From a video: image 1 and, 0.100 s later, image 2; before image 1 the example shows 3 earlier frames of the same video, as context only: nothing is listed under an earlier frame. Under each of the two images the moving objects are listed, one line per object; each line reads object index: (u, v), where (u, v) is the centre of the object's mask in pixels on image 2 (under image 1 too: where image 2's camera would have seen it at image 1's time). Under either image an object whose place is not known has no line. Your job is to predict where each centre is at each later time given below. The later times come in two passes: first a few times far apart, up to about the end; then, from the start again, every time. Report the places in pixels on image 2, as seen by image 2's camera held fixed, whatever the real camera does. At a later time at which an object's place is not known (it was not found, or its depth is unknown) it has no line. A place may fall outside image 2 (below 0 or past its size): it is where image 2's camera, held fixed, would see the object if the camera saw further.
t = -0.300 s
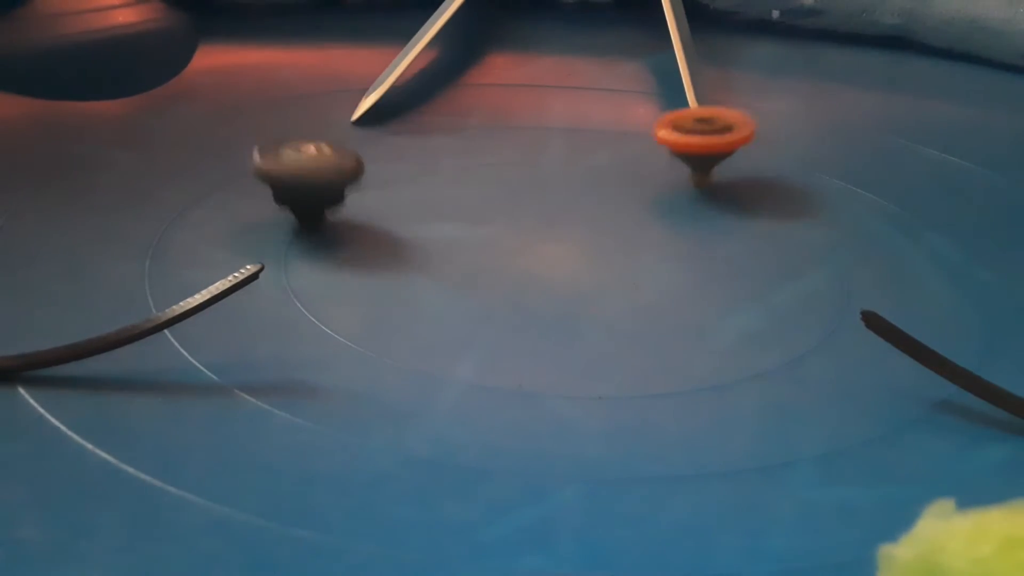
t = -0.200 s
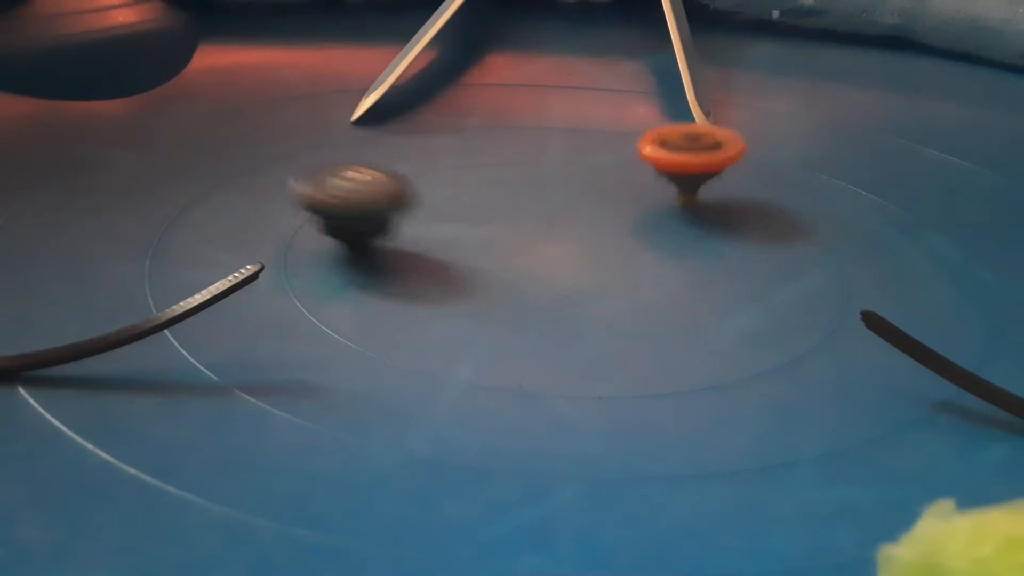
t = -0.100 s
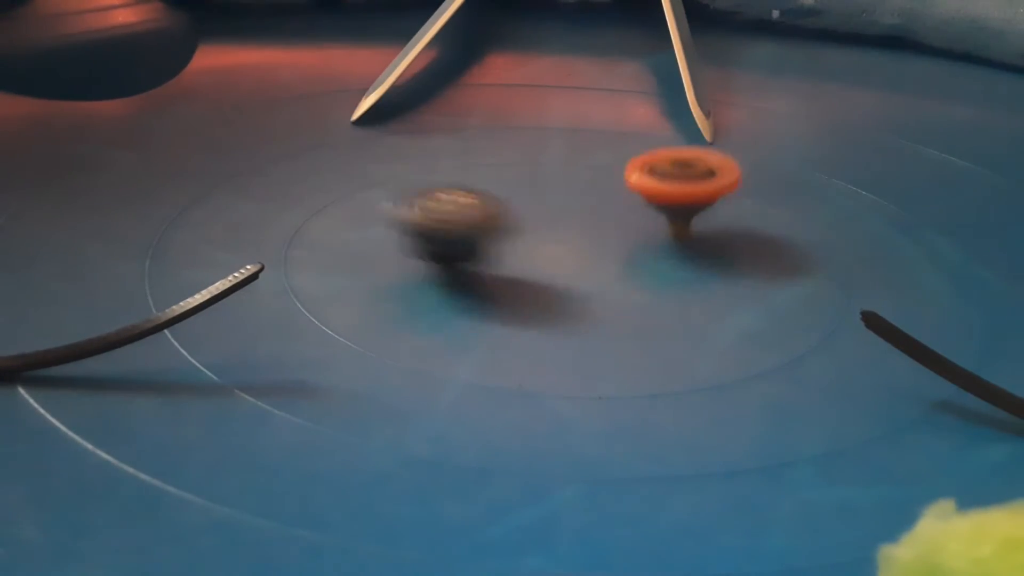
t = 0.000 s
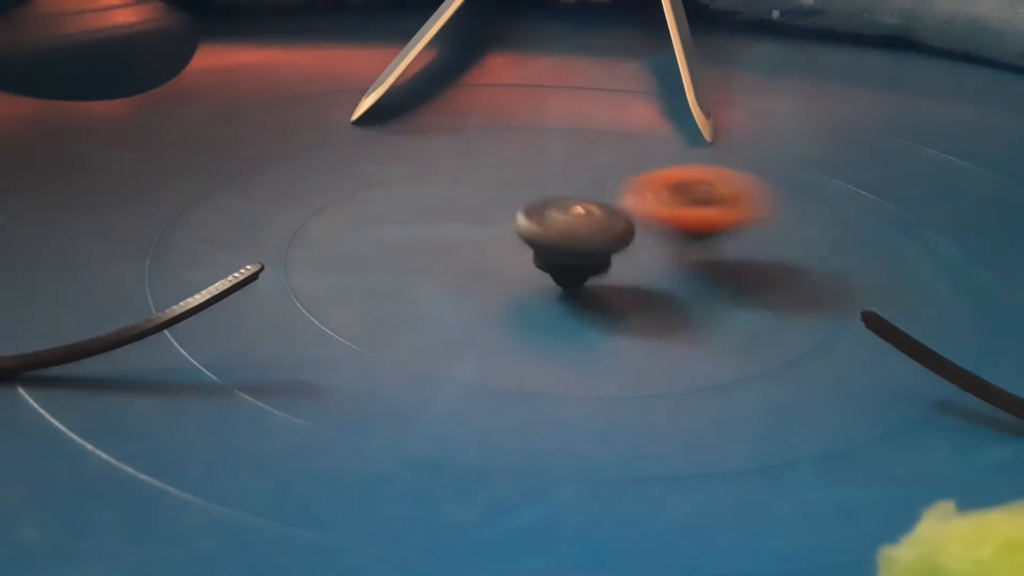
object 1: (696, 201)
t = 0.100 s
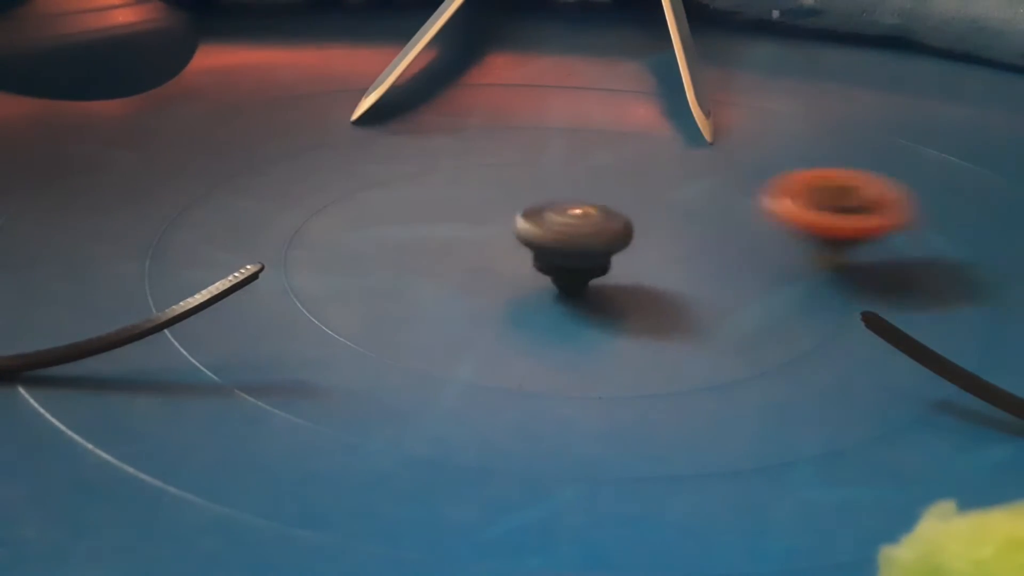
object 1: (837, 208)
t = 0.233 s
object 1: (954, 184)
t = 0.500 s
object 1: (898, 118)
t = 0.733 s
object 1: (740, 140)
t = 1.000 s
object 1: (739, 197)
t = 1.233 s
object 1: (888, 229)
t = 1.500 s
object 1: (905, 225)
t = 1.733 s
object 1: (853, 225)
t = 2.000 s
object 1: (846, 222)
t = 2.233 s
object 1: (813, 184)
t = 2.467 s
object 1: (758, 164)
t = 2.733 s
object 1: (692, 155)
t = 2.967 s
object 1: (612, 154)
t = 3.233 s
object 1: (506, 166)
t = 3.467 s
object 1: (406, 141)
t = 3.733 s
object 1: (347, 128)
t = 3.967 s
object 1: (357, 141)
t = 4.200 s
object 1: (438, 157)
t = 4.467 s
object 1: (431, 154)
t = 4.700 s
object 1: (451, 159)
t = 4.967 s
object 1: (509, 180)
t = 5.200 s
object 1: (596, 202)
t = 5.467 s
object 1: (723, 214)
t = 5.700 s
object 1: (847, 244)
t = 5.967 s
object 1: (950, 258)
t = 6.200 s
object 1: (974, 272)
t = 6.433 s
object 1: (936, 252)
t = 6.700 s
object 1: (862, 202)
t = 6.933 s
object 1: (760, 178)
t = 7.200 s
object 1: (652, 154)
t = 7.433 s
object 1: (565, 138)
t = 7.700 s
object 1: (486, 121)
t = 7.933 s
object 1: (432, 108)
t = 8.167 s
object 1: (405, 112)
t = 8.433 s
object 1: (457, 142)
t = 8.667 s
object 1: (528, 183)
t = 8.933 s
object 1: (550, 236)
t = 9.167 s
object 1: (575, 270)
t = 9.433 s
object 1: (497, 299)
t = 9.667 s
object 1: (382, 301)
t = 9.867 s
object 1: (348, 278)
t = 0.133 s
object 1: (875, 207)
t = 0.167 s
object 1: (908, 202)
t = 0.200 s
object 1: (935, 194)
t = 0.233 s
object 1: (954, 184)
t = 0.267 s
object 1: (963, 176)
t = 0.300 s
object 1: (966, 167)
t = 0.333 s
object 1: (966, 159)
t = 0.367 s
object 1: (962, 151)
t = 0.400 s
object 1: (954, 142)
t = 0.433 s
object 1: (940, 133)
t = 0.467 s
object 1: (922, 125)
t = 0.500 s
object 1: (898, 118)
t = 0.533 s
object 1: (872, 116)
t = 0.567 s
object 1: (846, 117)
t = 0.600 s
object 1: (822, 119)
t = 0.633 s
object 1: (799, 121)
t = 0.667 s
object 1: (780, 127)
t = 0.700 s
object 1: (759, 132)
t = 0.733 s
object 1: (740, 140)
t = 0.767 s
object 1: (727, 147)
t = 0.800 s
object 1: (714, 154)
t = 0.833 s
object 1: (705, 162)
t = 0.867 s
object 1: (694, 171)
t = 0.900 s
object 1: (688, 179)
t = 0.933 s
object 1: (702, 185)
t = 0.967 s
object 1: (719, 191)
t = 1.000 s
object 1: (739, 197)
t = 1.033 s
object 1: (760, 203)
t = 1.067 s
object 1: (782, 208)
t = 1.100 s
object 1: (807, 215)
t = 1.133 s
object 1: (831, 221)
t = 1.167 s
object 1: (855, 226)
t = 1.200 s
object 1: (873, 228)
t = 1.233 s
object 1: (888, 229)
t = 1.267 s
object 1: (898, 228)
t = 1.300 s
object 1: (905, 227)
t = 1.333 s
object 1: (909, 226)
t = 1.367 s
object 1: (910, 226)
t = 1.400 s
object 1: (910, 225)
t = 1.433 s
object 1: (909, 225)
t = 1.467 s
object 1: (907, 225)
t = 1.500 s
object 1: (905, 225)
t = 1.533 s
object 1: (902, 225)
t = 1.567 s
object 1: (898, 224)
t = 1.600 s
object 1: (893, 224)
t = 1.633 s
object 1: (885, 224)
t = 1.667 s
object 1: (876, 224)
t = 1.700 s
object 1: (865, 225)
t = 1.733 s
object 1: (853, 225)
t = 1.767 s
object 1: (839, 227)
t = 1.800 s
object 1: (825, 229)
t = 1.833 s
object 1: (813, 232)
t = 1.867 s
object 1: (813, 229)
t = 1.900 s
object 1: (828, 227)
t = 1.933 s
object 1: (838, 226)
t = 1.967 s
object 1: (843, 225)
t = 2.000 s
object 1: (846, 222)
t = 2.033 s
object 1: (844, 218)
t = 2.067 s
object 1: (844, 212)
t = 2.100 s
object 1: (840, 205)
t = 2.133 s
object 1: (833, 199)
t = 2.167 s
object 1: (827, 193)
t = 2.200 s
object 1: (822, 188)
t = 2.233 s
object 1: (813, 184)
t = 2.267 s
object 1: (805, 180)
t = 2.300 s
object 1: (798, 177)
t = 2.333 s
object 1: (790, 174)
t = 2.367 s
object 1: (782, 171)
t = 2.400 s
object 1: (774, 168)
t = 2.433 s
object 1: (765, 166)
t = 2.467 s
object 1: (758, 164)
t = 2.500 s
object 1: (749, 163)
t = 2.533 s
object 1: (741, 162)
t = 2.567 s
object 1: (733, 160)
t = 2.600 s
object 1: (726, 159)
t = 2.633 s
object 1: (718, 159)
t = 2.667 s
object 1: (710, 158)
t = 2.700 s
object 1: (701, 157)
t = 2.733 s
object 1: (692, 155)
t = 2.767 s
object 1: (682, 155)
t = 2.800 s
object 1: (672, 154)
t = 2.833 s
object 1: (661, 154)
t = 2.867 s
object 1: (650, 153)
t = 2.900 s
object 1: (638, 153)
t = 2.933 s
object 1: (626, 153)
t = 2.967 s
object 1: (612, 154)
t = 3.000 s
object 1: (598, 155)
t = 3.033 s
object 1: (585, 156)
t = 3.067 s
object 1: (571, 158)
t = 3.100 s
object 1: (557, 160)
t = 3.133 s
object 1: (544, 160)
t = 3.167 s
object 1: (530, 162)
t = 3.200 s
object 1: (518, 164)
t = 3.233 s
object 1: (506, 166)
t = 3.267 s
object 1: (488, 166)
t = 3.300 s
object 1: (471, 161)
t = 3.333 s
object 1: (454, 157)
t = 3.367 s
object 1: (440, 152)
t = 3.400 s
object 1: (427, 148)
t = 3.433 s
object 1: (416, 144)
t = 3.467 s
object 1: (406, 141)
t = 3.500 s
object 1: (397, 138)
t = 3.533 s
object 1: (389, 134)
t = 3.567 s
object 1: (383, 133)
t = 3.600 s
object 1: (375, 131)
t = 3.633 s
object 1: (368, 129)
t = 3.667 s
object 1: (360, 128)
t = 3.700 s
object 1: (353, 128)
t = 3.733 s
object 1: (347, 128)
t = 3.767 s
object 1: (344, 129)
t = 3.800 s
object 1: (342, 131)
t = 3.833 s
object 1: (341, 133)
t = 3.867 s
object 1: (343, 135)
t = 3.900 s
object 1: (346, 137)
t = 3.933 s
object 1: (351, 140)
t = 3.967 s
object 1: (357, 141)
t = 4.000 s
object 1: (364, 144)
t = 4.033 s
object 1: (374, 147)
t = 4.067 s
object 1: (386, 149)
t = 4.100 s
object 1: (398, 151)
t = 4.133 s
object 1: (411, 153)
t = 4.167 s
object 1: (424, 155)
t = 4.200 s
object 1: (438, 157)
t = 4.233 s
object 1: (447, 159)
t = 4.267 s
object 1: (439, 157)
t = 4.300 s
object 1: (435, 156)
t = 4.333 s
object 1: (431, 155)
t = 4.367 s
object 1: (429, 154)
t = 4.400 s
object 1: (429, 154)
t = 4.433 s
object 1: (430, 154)
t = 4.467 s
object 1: (431, 154)
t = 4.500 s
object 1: (433, 154)
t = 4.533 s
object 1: (433, 154)
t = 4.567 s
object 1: (436, 155)
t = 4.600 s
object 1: (438, 155)
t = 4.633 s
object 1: (441, 156)
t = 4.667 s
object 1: (445, 157)
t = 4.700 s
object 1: (451, 159)
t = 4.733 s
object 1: (456, 161)
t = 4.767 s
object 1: (462, 163)
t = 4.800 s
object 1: (468, 164)
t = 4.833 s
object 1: (475, 167)
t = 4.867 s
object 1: (483, 169)
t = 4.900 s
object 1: (491, 172)
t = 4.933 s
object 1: (499, 176)
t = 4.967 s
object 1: (509, 180)
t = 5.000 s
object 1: (519, 185)
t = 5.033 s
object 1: (531, 189)
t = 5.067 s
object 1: (543, 193)
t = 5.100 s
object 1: (556, 197)
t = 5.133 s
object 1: (570, 199)
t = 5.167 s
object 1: (583, 201)
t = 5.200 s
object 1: (596, 202)
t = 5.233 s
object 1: (608, 202)
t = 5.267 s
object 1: (620, 203)
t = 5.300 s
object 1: (633, 203)
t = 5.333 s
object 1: (647, 203)
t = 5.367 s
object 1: (667, 205)
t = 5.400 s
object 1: (686, 208)
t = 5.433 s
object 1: (704, 211)
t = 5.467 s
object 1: (723, 214)
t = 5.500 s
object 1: (742, 217)
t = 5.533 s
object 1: (760, 221)
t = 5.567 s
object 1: (779, 225)
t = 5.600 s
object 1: (796, 229)
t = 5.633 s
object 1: (813, 234)
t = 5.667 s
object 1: (830, 239)
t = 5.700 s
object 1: (847, 244)
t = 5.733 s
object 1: (863, 247)
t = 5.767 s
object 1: (878, 249)
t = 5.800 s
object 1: (891, 252)
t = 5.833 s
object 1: (902, 252)
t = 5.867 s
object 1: (910, 253)
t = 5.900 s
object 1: (915, 253)
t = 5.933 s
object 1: (932, 253)
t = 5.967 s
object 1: (950, 258)
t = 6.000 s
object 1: (961, 261)
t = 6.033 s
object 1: (969, 262)
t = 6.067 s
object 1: (973, 261)
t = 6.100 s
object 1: (975, 261)
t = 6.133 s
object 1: (976, 264)
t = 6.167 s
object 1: (976, 269)
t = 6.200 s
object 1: (974, 272)
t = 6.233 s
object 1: (971, 274)
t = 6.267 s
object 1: (966, 274)
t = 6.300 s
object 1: (958, 272)
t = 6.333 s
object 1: (945, 270)
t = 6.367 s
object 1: (931, 267)
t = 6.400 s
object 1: (934, 259)
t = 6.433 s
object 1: (936, 252)
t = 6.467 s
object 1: (935, 244)
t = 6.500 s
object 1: (930, 237)
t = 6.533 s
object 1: (923, 230)
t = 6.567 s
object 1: (914, 224)
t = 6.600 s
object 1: (903, 218)
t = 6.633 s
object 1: (890, 212)
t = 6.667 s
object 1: (876, 206)
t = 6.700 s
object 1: (862, 202)
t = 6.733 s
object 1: (847, 197)
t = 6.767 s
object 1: (833, 193)
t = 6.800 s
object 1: (817, 190)
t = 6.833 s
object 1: (802, 188)
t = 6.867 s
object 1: (788, 184)
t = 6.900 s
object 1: (774, 181)
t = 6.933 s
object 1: (760, 178)
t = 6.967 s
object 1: (746, 175)
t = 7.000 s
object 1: (733, 172)
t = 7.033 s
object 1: (719, 169)
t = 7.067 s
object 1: (705, 166)
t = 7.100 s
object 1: (692, 163)
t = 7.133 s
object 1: (678, 160)
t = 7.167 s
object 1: (664, 157)
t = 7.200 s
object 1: (652, 154)
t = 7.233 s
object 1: (638, 152)
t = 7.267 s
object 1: (626, 149)
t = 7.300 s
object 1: (612, 147)
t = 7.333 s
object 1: (599, 145)
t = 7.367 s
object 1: (588, 142)
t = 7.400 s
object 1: (576, 140)
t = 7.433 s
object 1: (565, 138)
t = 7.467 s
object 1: (555, 136)
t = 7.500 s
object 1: (544, 135)
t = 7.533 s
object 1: (533, 133)
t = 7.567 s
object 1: (524, 131)
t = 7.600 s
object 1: (514, 127)
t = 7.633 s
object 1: (505, 124)
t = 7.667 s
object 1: (495, 123)
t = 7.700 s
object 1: (486, 121)
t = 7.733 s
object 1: (476, 119)
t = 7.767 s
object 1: (467, 117)
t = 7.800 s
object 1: (460, 115)
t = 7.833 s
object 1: (454, 113)
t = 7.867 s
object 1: (447, 111)
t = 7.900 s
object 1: (440, 109)
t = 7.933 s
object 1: (432, 108)
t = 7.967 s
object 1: (425, 106)
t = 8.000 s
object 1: (419, 105)
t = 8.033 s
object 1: (414, 105)
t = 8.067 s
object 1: (410, 106)
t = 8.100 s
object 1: (407, 107)
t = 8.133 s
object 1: (405, 109)
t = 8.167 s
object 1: (405, 112)
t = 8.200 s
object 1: (406, 115)
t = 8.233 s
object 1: (409, 118)
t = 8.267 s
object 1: (414, 122)
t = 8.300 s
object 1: (419, 126)
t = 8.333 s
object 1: (427, 130)
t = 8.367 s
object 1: (436, 134)
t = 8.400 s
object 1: (446, 138)
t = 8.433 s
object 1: (457, 142)
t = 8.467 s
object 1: (468, 147)
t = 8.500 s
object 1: (478, 151)
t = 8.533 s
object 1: (489, 156)
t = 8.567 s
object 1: (499, 163)
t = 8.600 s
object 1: (509, 169)
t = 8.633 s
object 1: (518, 176)
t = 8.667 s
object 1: (528, 183)
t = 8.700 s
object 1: (537, 190)
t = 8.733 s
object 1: (538, 198)
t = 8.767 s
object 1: (537, 205)
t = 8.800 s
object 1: (537, 212)
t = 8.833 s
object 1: (539, 218)
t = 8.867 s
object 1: (542, 224)
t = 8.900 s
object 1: (546, 230)
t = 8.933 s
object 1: (550, 236)
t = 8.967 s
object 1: (555, 242)
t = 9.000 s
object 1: (560, 247)
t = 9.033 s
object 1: (565, 252)
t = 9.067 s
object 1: (568, 257)
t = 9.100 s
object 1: (571, 261)
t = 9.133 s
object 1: (574, 266)
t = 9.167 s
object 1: (575, 270)
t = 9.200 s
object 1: (576, 274)
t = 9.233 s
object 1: (576, 278)
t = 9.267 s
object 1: (577, 282)
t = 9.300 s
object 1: (576, 285)
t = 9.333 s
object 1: (563, 288)
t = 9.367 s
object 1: (539, 294)
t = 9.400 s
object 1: (518, 298)
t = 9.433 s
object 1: (497, 299)
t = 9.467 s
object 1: (476, 301)
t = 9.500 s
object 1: (456, 303)
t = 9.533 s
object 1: (440, 304)
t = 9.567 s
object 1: (425, 305)
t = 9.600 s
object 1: (409, 304)
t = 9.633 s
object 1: (395, 303)
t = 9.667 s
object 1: (382, 301)
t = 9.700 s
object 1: (373, 298)
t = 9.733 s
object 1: (365, 295)
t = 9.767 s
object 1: (358, 292)
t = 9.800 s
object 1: (353, 288)
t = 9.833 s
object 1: (350, 283)
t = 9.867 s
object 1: (348, 278)
